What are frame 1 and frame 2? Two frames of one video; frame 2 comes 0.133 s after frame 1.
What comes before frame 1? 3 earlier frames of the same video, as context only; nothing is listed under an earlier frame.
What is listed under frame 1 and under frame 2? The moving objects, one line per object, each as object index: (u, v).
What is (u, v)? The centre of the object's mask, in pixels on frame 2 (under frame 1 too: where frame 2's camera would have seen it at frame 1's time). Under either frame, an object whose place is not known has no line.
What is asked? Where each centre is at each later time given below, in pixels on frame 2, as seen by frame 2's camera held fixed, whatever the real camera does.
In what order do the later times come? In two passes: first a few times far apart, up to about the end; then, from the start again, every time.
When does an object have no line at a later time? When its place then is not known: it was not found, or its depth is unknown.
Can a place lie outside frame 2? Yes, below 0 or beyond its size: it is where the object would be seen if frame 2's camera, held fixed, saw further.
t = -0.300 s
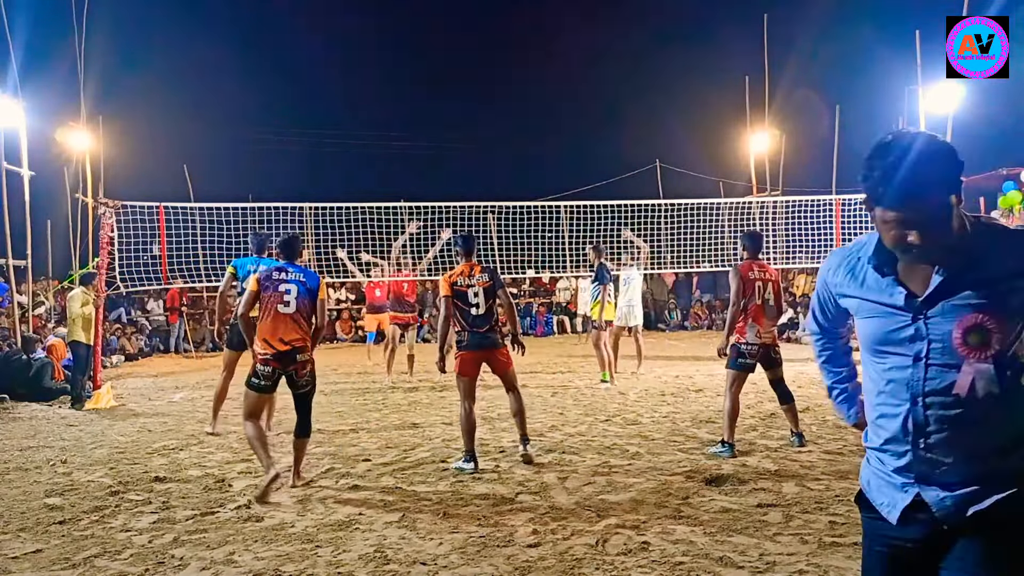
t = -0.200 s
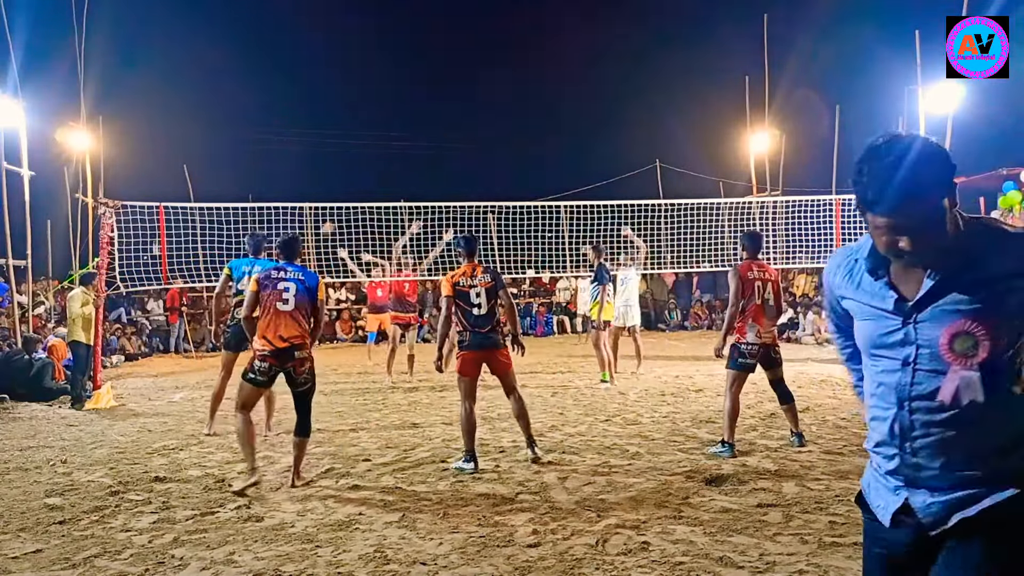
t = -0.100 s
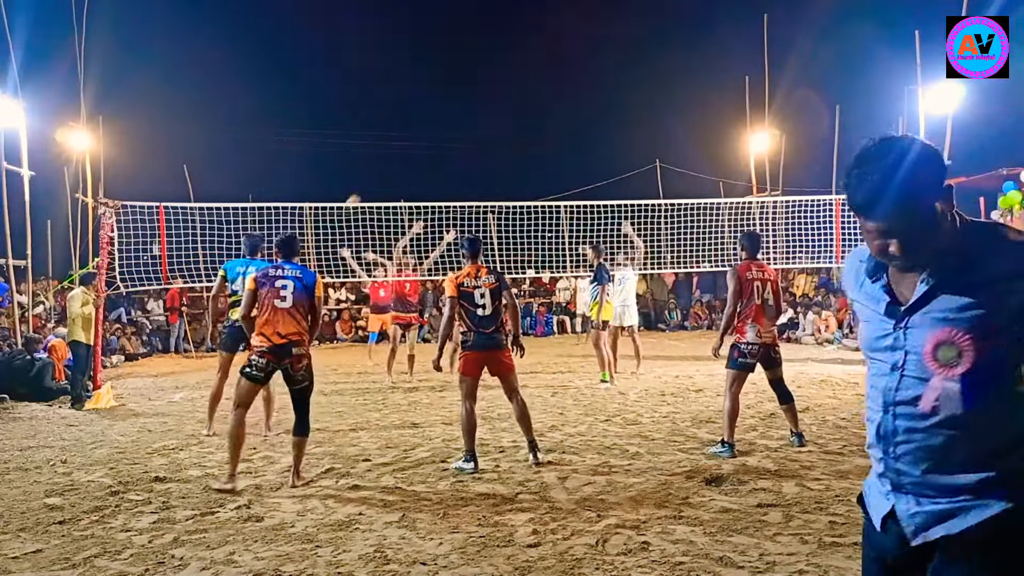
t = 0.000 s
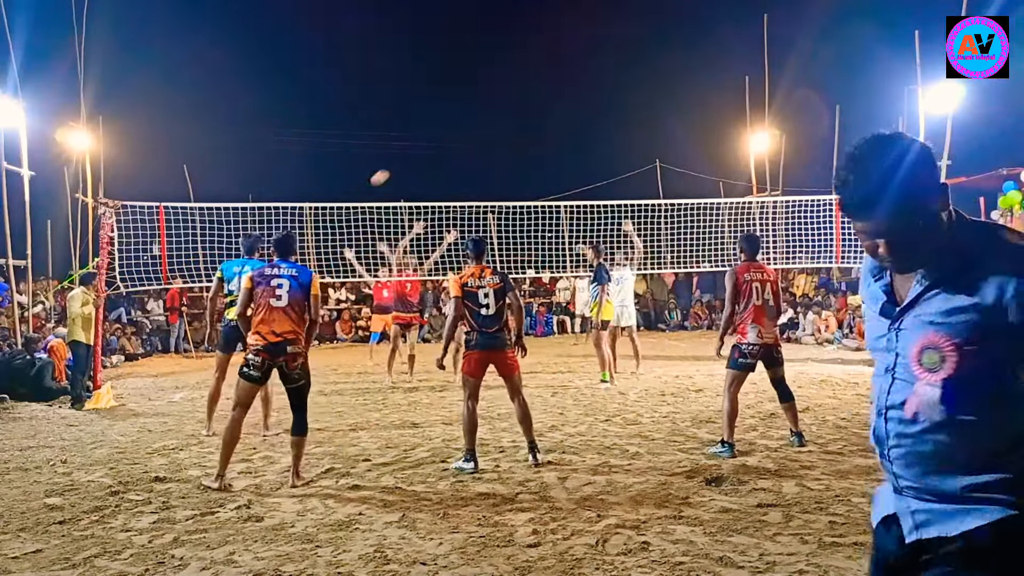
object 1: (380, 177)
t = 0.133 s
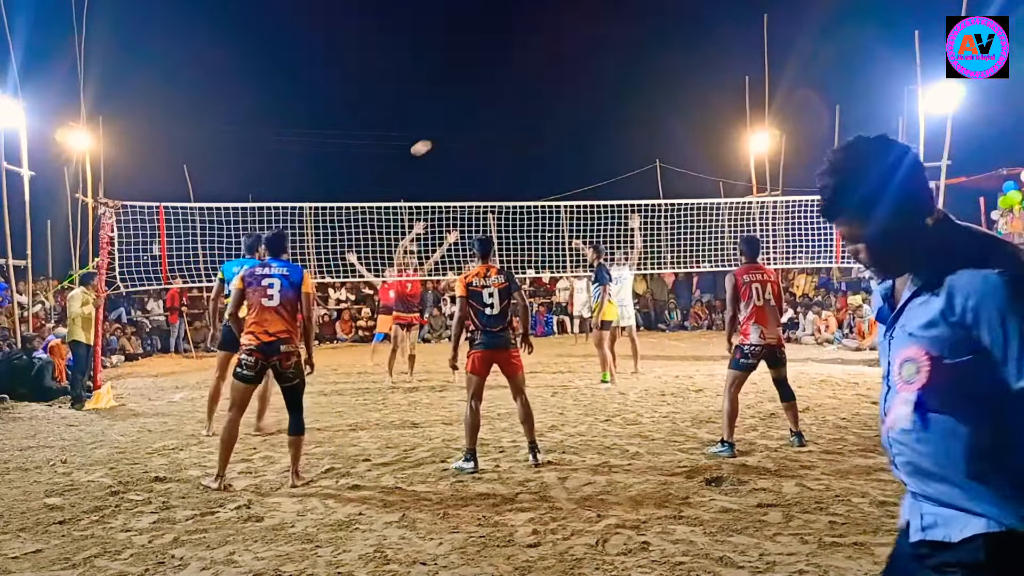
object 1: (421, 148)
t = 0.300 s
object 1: (480, 119)
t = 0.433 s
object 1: (538, 104)
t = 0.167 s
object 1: (432, 141)
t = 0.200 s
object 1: (443, 135)
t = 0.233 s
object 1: (455, 129)
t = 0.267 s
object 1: (467, 124)
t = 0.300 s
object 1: (480, 119)
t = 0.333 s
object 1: (494, 114)
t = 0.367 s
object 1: (508, 110)
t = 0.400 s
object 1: (523, 107)
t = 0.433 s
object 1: (538, 104)
